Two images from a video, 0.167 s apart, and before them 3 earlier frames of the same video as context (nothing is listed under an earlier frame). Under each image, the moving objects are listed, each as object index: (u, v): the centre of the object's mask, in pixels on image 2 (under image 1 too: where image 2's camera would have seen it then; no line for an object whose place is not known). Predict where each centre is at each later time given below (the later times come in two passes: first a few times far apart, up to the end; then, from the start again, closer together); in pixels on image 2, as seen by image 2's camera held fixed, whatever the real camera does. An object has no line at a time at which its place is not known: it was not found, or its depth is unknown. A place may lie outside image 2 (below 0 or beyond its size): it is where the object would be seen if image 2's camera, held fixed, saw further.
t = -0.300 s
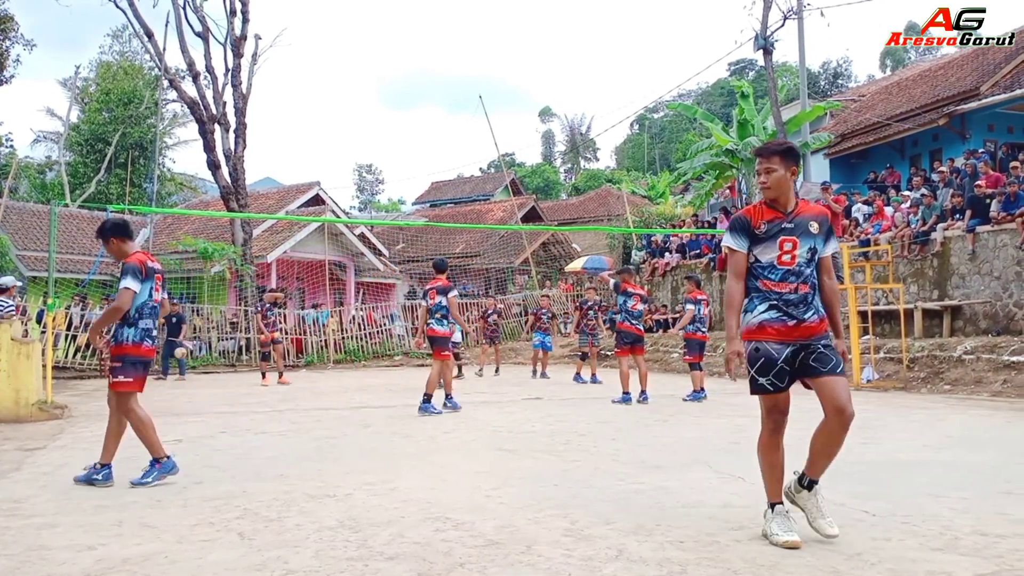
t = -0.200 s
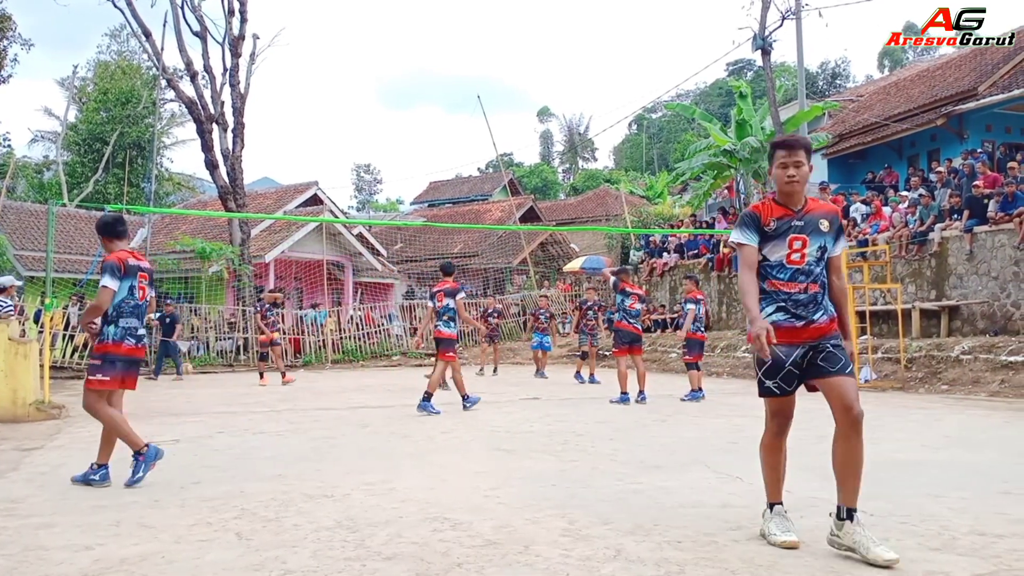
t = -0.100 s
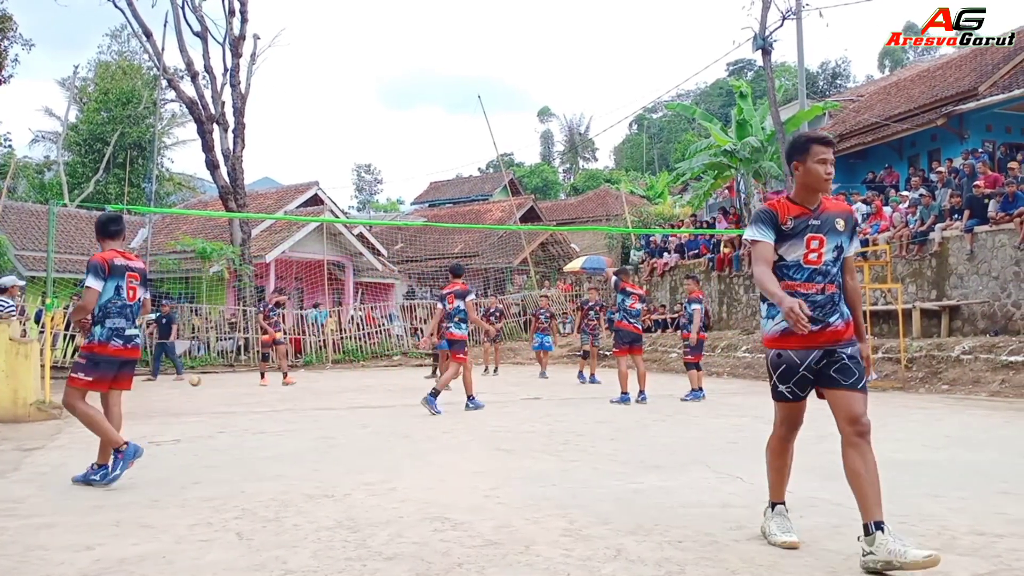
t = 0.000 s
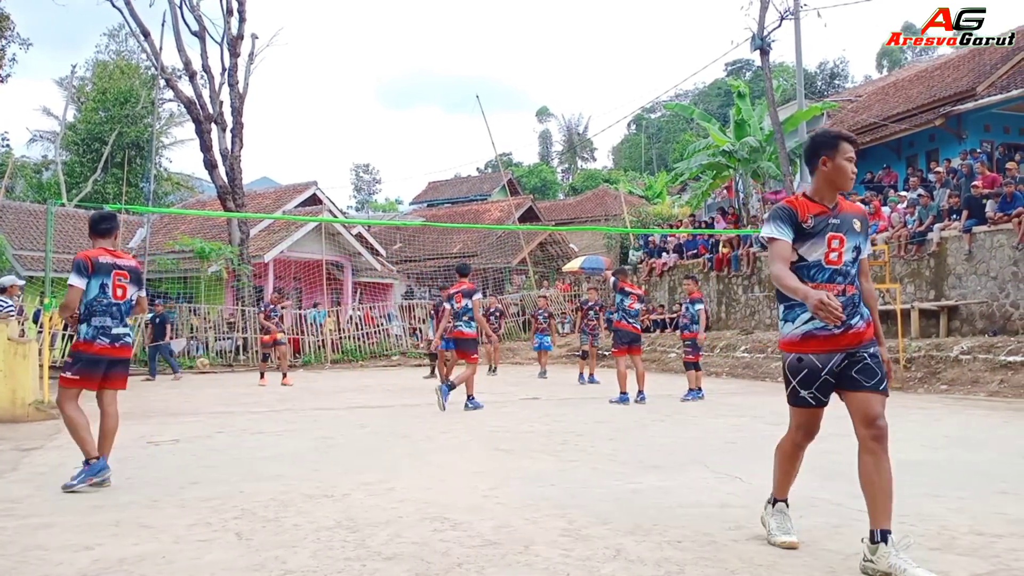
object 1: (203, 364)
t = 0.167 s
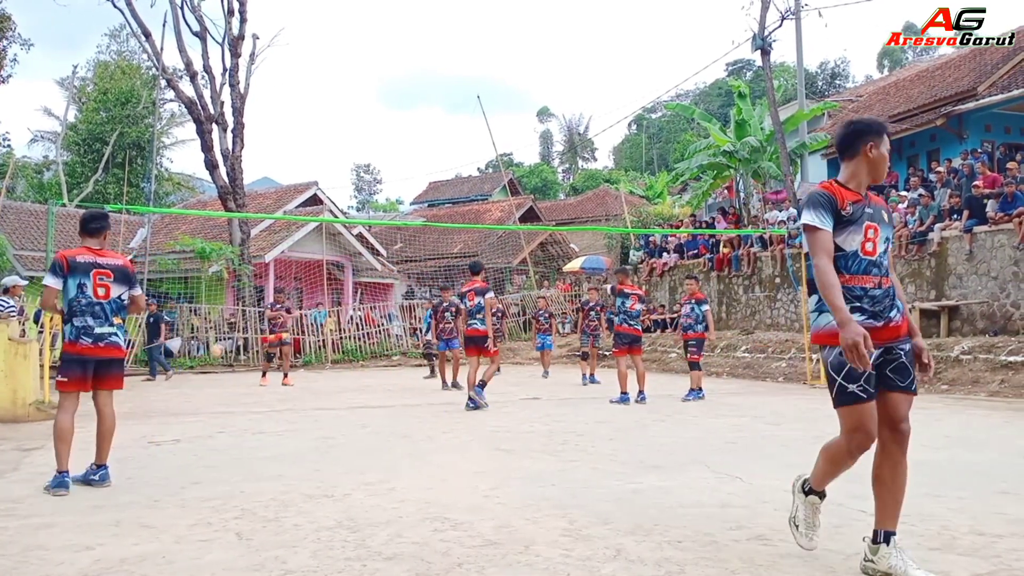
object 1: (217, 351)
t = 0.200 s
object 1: (220, 350)
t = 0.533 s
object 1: (252, 387)
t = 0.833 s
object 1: (284, 367)
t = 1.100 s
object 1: (318, 397)
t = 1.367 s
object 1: (356, 383)
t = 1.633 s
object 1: (401, 416)
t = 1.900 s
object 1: (456, 400)
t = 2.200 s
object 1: (533, 436)
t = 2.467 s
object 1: (622, 444)
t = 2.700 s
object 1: (729, 464)
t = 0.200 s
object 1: (220, 350)
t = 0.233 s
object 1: (224, 351)
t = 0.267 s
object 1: (227, 352)
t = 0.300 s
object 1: (229, 353)
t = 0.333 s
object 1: (233, 356)
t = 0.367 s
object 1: (236, 359)
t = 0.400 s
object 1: (239, 362)
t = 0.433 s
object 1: (242, 367)
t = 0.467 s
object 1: (245, 373)
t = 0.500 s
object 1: (249, 380)
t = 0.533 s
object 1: (252, 387)
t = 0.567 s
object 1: (255, 396)
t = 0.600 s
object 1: (258, 390)
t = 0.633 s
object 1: (262, 384)
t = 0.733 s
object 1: (272, 372)
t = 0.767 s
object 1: (277, 369)
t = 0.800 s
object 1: (281, 368)
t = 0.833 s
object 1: (284, 367)
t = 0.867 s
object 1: (288, 367)
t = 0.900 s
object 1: (292, 368)
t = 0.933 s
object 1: (297, 370)
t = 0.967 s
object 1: (300, 373)
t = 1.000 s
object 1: (305, 377)
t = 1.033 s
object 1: (309, 383)
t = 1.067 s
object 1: (313, 389)
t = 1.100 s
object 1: (318, 397)
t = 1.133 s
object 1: (322, 405)
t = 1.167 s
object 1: (327, 405)
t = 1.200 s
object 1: (332, 399)
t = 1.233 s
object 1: (336, 393)
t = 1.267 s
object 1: (341, 389)
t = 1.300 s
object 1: (346, 386)
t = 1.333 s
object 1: (351, 384)
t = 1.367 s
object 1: (356, 383)
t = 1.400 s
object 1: (361, 383)
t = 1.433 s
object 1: (366, 384)
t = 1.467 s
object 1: (372, 385)
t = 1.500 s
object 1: (377, 389)
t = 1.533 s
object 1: (383, 394)
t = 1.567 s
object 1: (389, 399)
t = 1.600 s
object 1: (395, 406)
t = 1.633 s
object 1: (401, 416)
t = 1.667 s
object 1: (407, 424)
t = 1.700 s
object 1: (414, 418)
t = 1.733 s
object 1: (420, 412)
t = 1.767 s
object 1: (427, 407)
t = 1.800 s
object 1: (433, 404)
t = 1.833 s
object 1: (441, 400)
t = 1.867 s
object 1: (448, 400)
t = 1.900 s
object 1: (456, 400)
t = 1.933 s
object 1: (463, 402)
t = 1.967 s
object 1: (470, 405)
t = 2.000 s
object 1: (479, 408)
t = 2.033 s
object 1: (487, 415)
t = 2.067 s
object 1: (496, 423)
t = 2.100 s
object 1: (504, 432)
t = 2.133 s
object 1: (514, 444)
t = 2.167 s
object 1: (523, 442)
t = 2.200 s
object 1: (533, 436)
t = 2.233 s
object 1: (542, 432)
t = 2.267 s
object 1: (552, 429)
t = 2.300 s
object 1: (563, 427)
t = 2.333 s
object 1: (574, 426)
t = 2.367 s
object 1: (585, 428)
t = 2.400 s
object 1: (596, 432)
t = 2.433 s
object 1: (609, 436)
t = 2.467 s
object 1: (622, 444)
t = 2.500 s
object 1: (635, 453)
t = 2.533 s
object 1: (649, 465)
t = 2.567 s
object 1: (663, 477)
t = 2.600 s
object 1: (678, 471)
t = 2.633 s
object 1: (695, 466)
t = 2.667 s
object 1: (711, 465)
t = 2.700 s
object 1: (729, 464)
